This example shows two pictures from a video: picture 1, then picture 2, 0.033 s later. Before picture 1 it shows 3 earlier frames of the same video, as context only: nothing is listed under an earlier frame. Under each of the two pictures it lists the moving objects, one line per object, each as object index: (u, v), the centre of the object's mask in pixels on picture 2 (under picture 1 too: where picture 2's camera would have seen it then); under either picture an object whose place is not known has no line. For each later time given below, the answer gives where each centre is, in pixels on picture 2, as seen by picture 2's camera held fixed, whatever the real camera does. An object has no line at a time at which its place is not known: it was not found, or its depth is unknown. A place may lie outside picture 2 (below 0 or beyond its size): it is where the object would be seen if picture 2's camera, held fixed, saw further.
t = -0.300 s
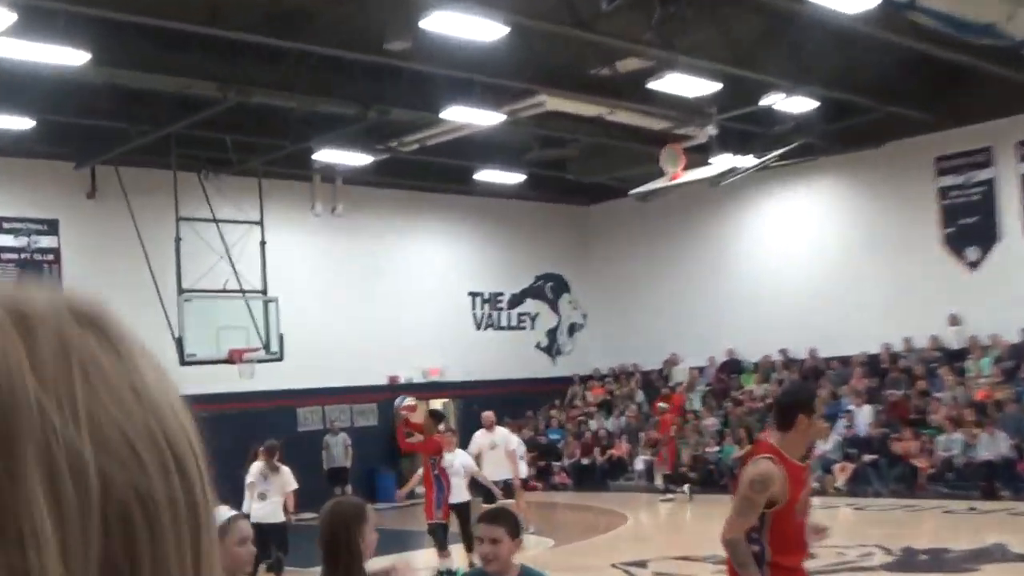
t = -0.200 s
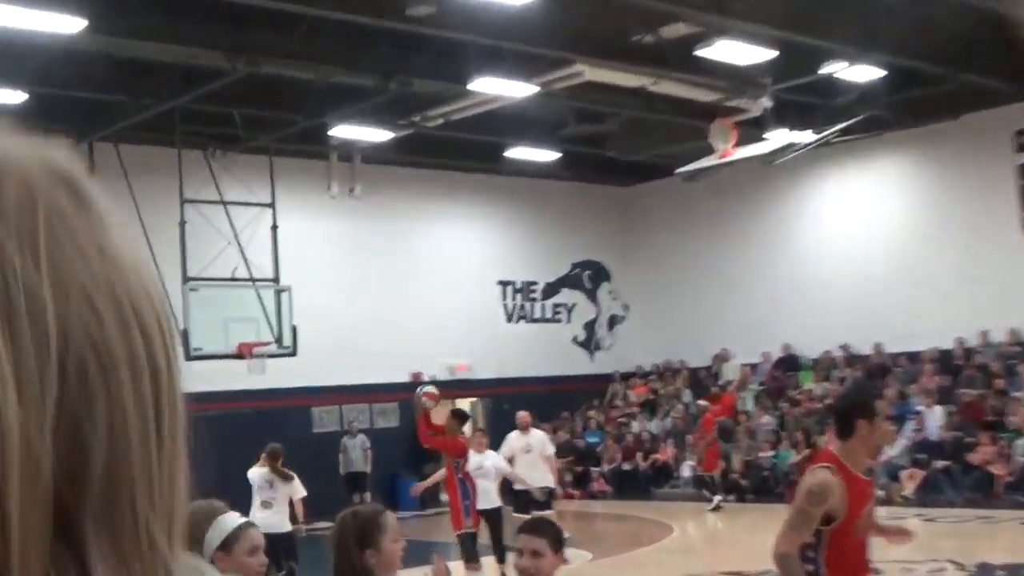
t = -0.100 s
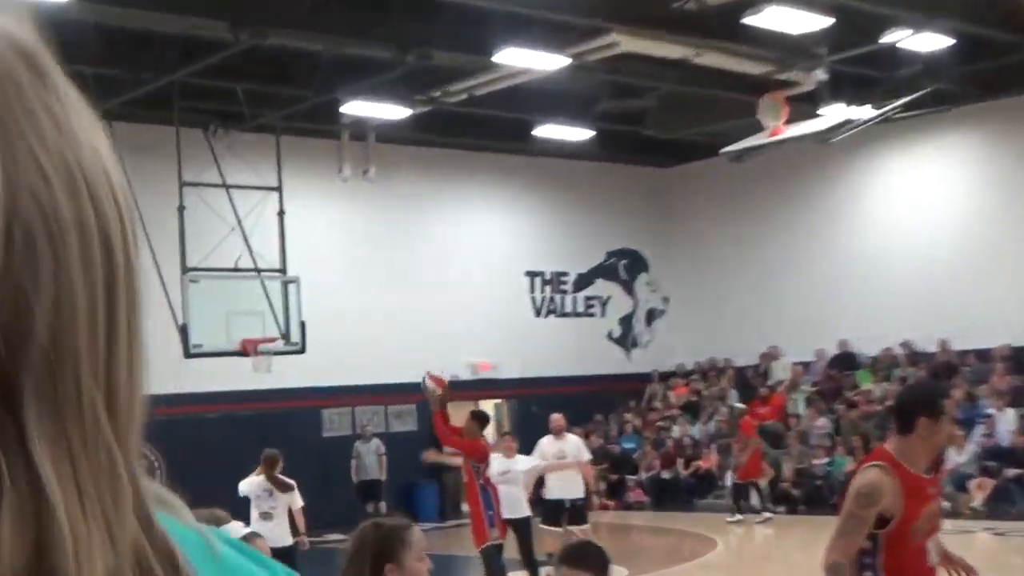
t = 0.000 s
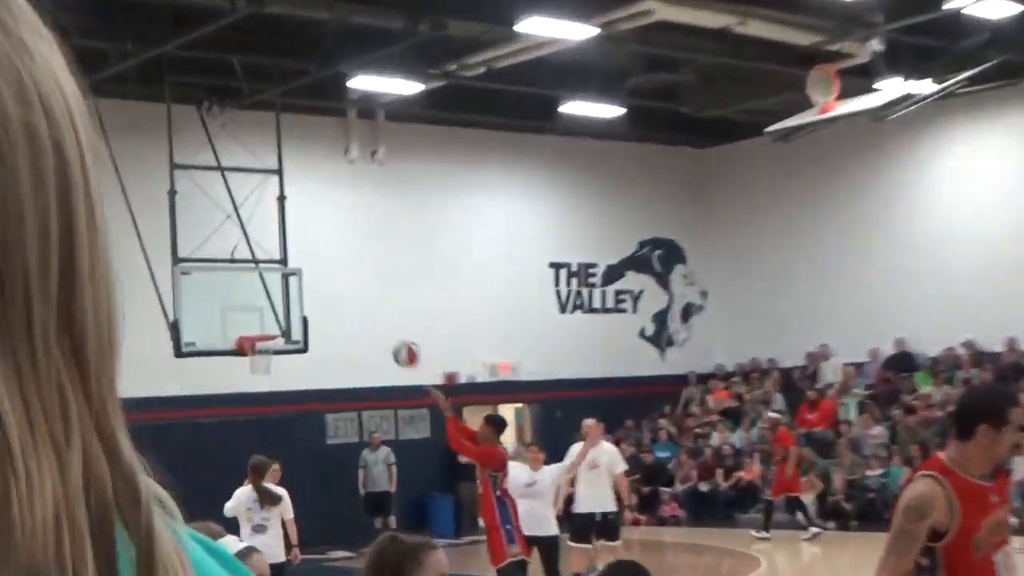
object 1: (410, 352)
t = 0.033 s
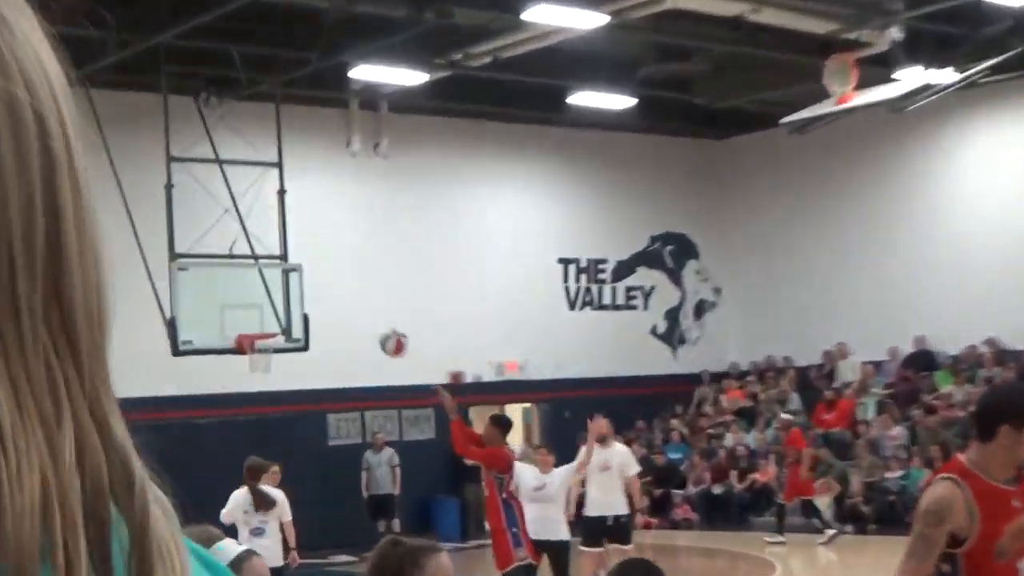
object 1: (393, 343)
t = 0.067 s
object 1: (377, 335)
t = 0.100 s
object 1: (360, 329)
